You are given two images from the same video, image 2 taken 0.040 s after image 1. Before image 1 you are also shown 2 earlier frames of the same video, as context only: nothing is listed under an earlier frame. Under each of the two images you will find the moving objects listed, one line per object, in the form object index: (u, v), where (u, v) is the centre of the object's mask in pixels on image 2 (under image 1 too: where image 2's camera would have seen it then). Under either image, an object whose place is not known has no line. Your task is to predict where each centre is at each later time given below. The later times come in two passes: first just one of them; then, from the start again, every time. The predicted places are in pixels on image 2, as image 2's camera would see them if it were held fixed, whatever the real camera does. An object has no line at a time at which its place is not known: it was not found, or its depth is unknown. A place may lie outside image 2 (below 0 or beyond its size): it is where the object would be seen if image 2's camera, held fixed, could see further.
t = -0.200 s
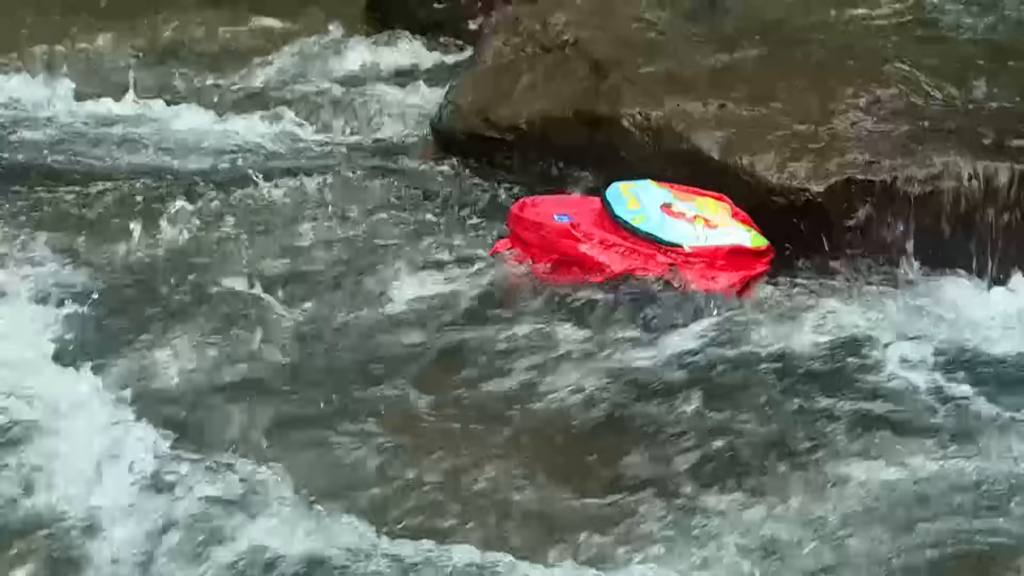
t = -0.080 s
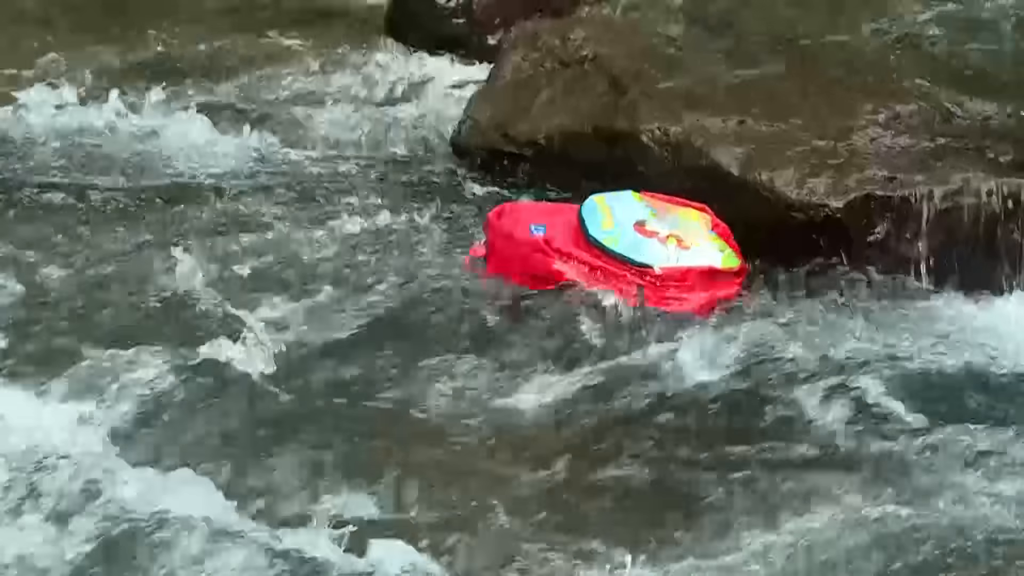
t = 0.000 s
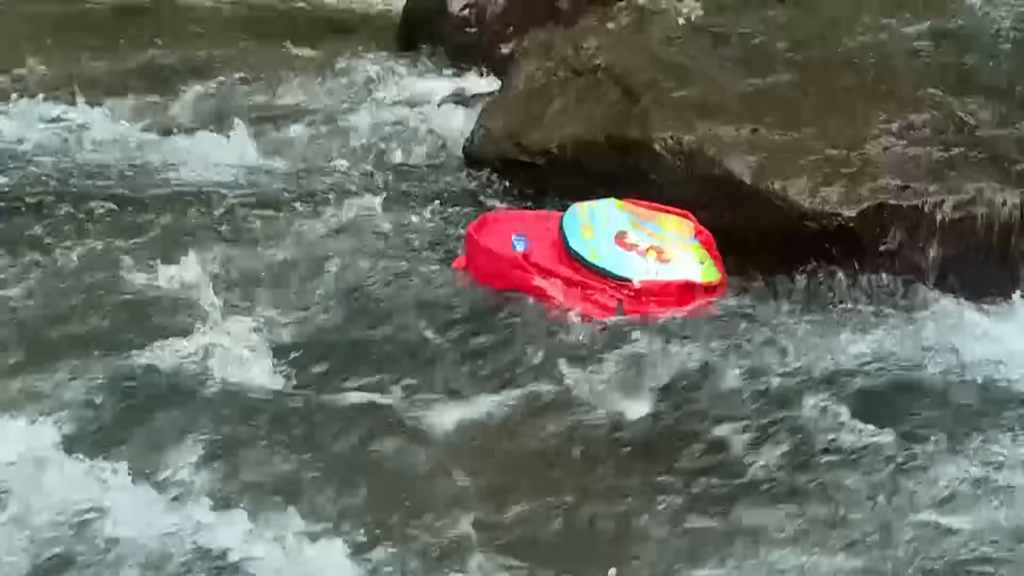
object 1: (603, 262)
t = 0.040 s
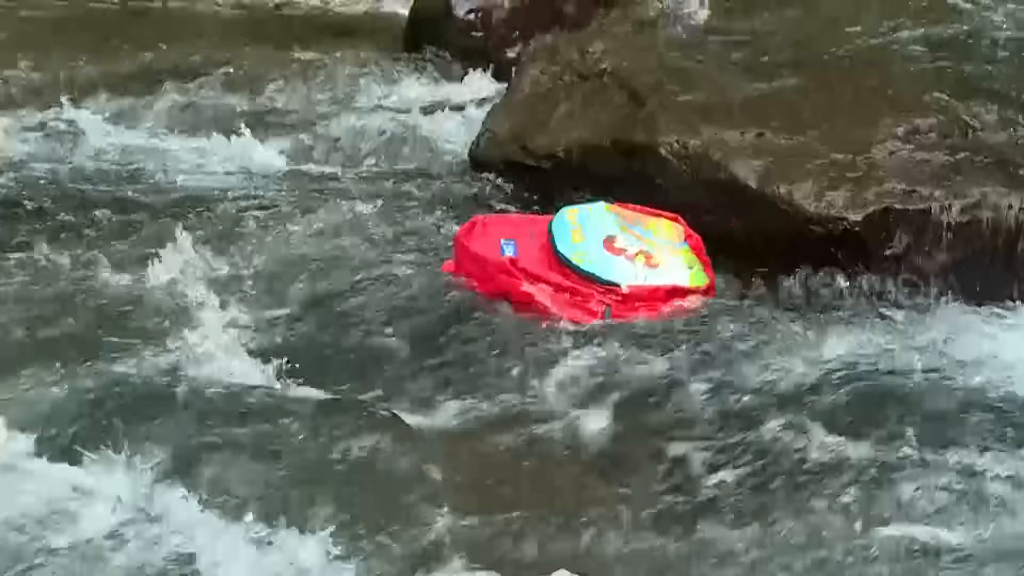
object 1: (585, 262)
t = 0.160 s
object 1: (527, 260)
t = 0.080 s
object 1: (568, 262)
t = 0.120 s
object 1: (549, 261)
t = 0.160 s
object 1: (527, 260)
